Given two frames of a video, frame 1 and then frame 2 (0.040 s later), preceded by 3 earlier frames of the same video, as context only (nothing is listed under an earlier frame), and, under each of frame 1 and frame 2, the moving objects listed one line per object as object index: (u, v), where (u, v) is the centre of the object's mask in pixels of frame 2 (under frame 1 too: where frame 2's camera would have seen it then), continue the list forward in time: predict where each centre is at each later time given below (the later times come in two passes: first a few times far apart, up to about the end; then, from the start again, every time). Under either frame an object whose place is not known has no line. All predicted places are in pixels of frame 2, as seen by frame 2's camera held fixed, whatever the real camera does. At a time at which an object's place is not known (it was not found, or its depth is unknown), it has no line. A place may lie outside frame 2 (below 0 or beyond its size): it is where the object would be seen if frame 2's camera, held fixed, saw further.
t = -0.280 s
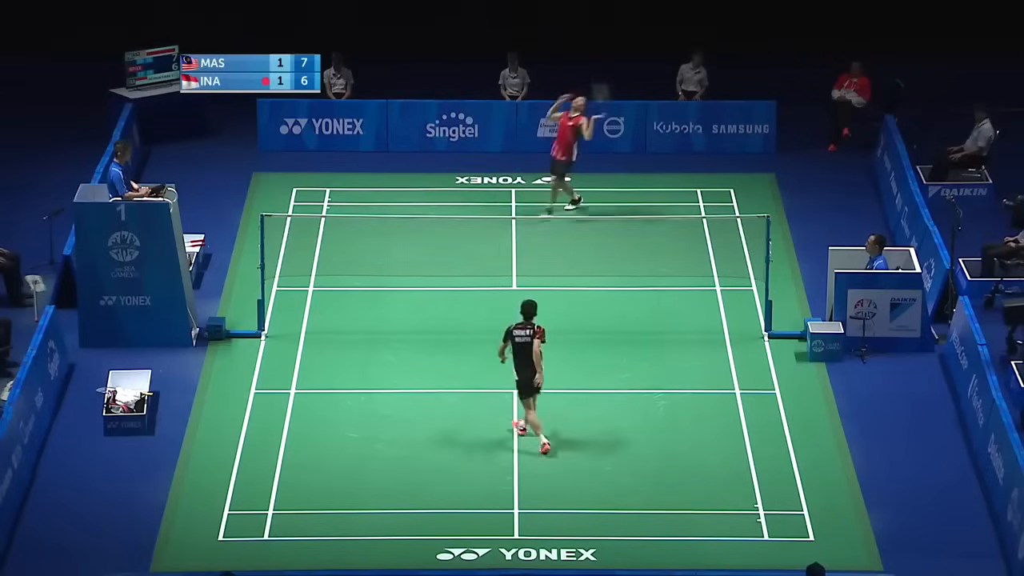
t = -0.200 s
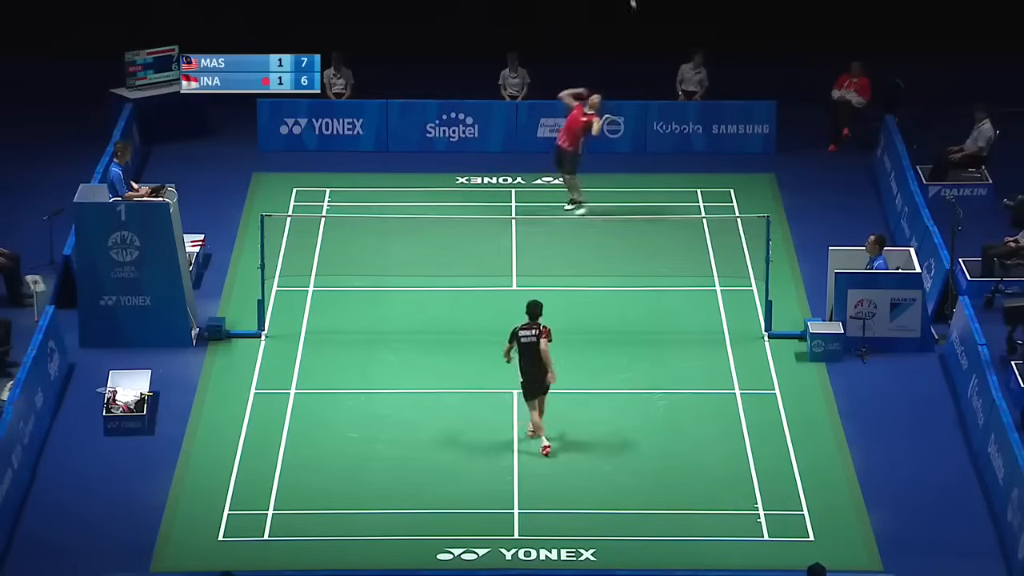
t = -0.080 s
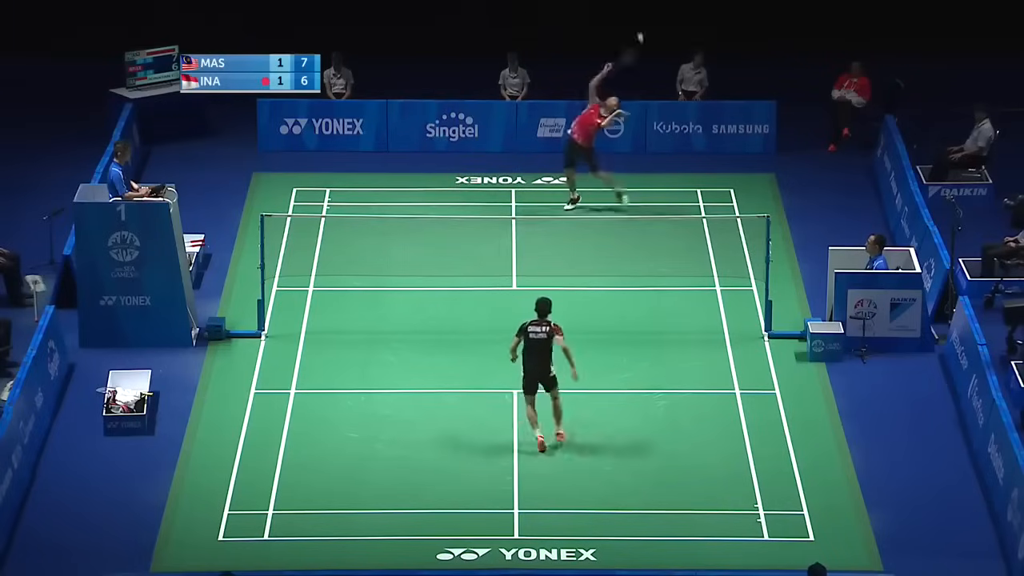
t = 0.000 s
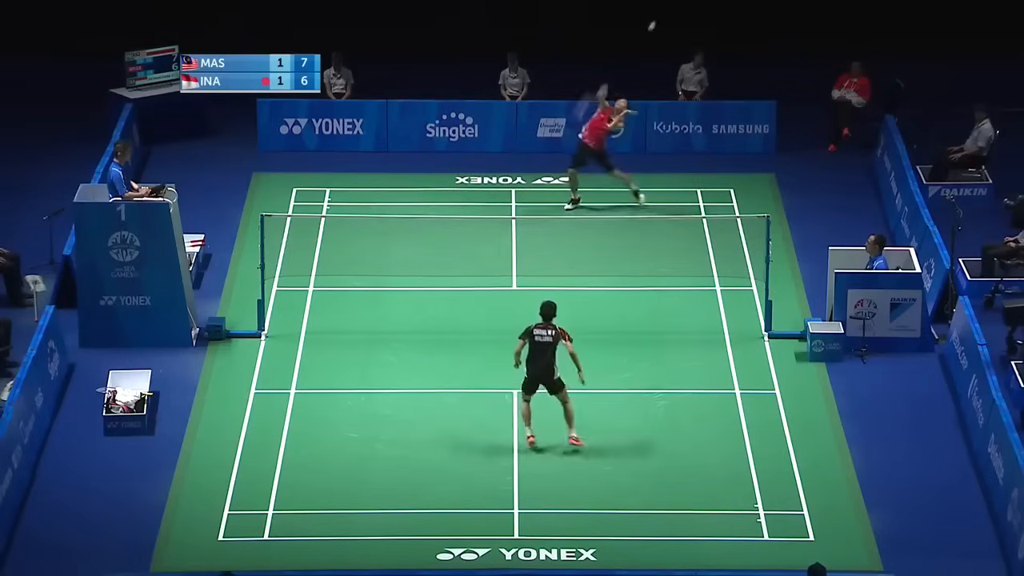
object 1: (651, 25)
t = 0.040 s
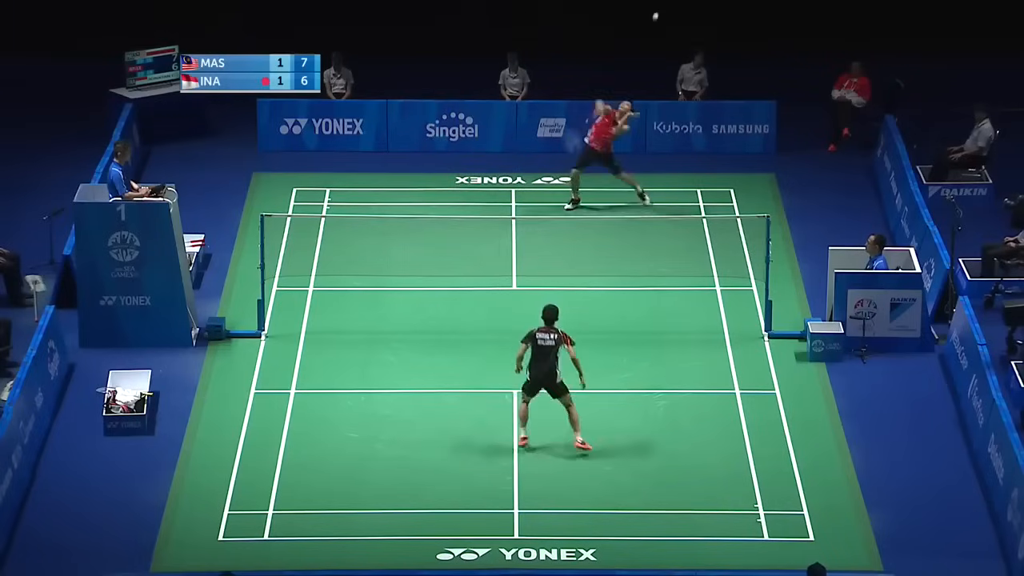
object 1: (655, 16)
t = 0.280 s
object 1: (662, 5)
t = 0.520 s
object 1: (660, 35)
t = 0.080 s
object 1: (657, 10)
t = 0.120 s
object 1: (659, 6)
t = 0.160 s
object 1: (660, 4)
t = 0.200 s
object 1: (661, 3)
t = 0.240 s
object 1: (662, 4)
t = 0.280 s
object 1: (662, 5)
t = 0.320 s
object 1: (662, 7)
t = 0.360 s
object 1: (662, 11)
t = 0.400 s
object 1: (661, 16)
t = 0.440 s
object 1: (661, 21)
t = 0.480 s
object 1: (660, 28)
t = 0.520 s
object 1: (660, 35)
